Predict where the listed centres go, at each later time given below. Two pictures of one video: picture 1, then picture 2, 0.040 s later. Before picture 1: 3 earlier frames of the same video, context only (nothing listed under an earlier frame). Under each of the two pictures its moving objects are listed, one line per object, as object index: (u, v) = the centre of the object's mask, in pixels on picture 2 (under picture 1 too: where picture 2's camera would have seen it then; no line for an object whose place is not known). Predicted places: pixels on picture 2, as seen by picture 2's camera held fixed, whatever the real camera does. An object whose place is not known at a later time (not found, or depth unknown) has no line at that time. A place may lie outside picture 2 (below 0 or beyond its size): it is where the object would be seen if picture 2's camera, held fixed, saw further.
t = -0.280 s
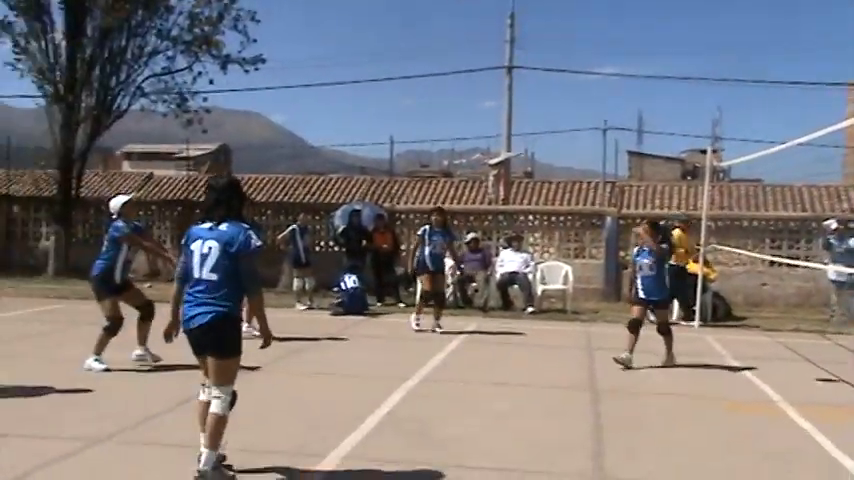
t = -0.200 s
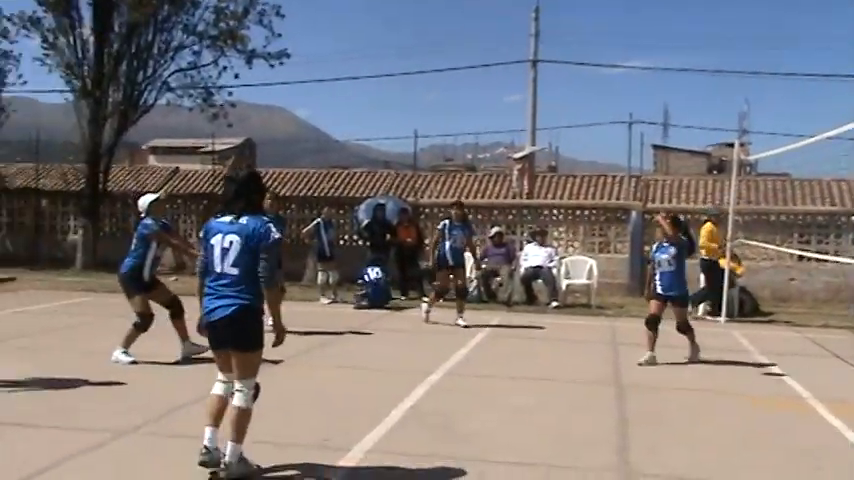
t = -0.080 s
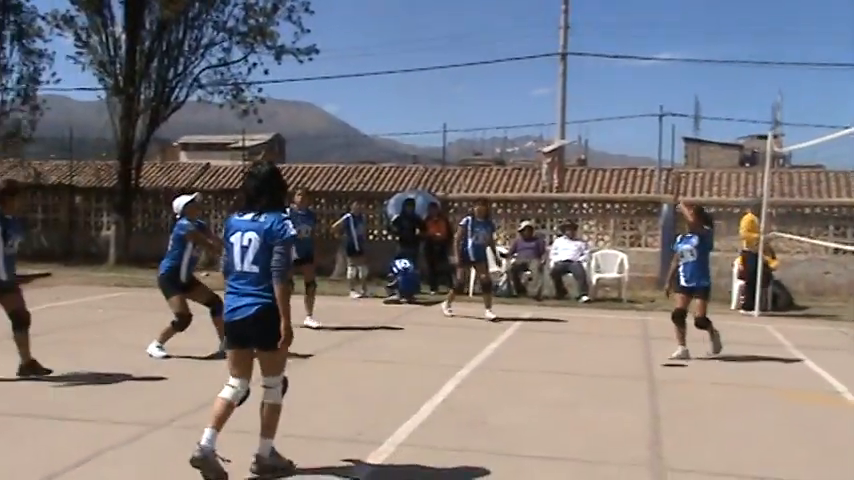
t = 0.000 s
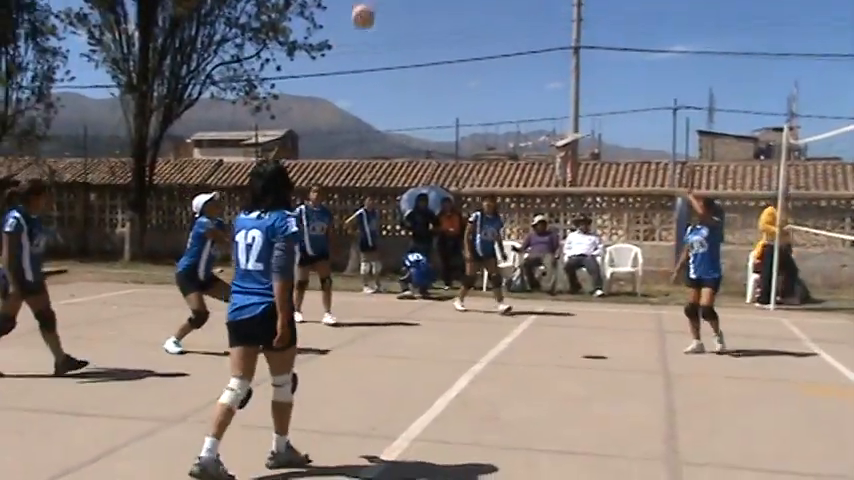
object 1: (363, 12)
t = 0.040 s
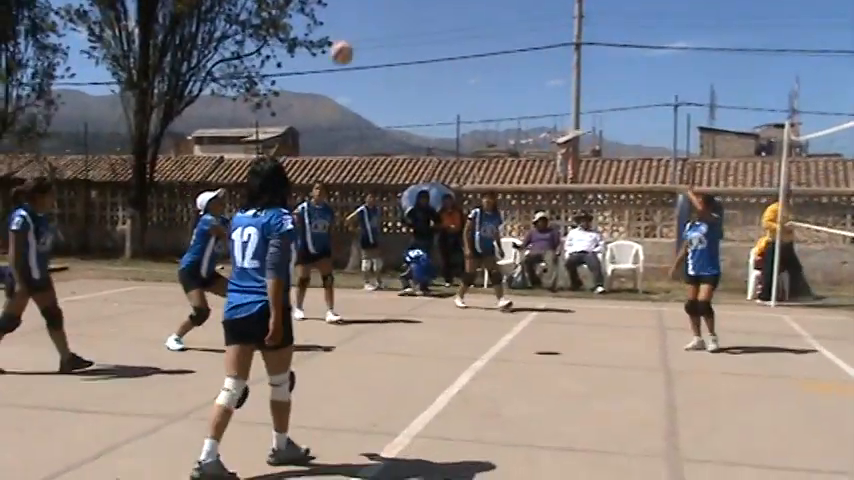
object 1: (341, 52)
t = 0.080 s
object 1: (319, 93)
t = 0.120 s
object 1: (295, 135)
